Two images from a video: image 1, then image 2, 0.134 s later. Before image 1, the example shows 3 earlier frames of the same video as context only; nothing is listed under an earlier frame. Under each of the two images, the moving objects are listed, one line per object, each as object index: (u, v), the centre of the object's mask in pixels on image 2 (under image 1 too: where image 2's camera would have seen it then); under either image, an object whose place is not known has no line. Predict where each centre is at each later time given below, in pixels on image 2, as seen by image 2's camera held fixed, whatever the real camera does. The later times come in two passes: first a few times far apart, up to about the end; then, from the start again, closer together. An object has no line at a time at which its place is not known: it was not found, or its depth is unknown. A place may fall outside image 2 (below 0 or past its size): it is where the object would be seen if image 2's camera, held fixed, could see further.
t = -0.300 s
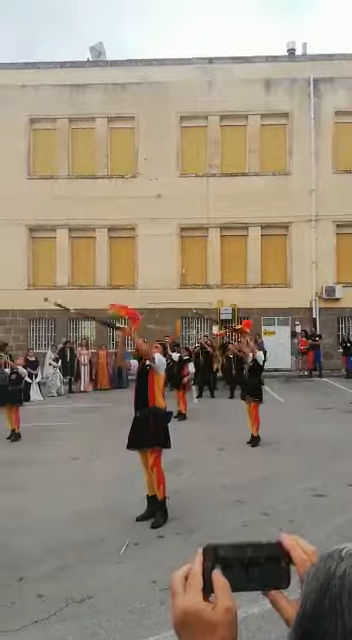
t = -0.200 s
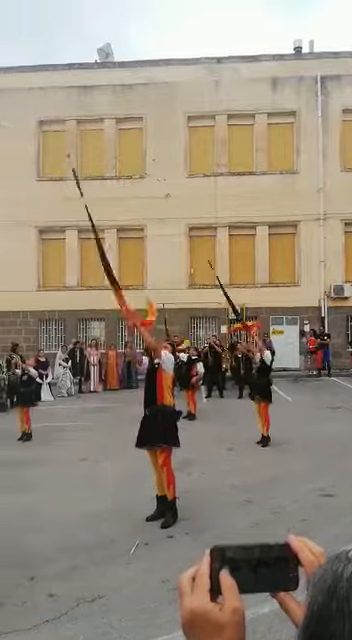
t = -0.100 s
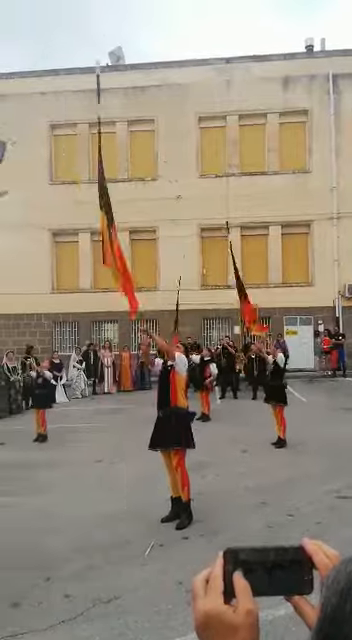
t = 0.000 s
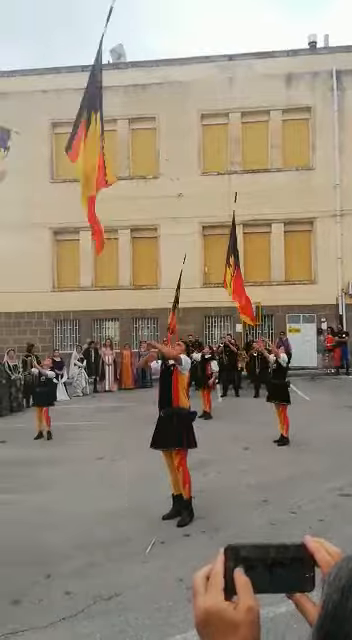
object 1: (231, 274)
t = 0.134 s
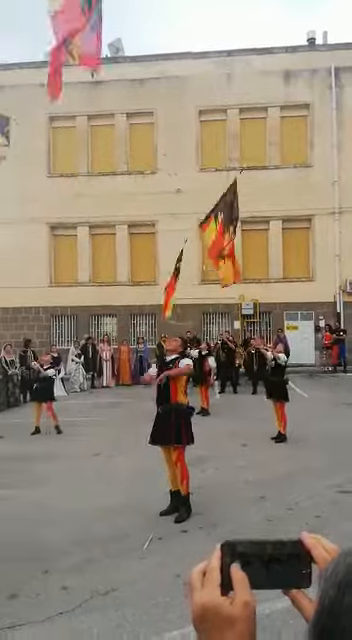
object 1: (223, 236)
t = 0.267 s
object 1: (216, 206)
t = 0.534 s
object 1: (216, 178)
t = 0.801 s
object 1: (225, 183)
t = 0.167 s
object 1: (219, 227)
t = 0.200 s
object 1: (220, 221)
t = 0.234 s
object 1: (218, 212)
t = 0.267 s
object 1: (216, 206)
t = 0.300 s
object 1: (216, 202)
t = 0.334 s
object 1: (216, 196)
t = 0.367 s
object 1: (217, 190)
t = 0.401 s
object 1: (213, 187)
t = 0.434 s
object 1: (214, 184)
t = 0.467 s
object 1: (216, 181)
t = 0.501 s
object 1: (216, 178)
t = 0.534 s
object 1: (216, 178)
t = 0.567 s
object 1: (217, 177)
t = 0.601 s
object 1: (218, 175)
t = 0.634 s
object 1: (217, 175)
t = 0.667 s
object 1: (218, 176)
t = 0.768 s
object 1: (224, 180)
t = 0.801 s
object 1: (225, 183)
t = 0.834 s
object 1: (227, 187)
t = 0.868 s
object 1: (231, 190)
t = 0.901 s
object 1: (233, 195)
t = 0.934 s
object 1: (238, 201)
